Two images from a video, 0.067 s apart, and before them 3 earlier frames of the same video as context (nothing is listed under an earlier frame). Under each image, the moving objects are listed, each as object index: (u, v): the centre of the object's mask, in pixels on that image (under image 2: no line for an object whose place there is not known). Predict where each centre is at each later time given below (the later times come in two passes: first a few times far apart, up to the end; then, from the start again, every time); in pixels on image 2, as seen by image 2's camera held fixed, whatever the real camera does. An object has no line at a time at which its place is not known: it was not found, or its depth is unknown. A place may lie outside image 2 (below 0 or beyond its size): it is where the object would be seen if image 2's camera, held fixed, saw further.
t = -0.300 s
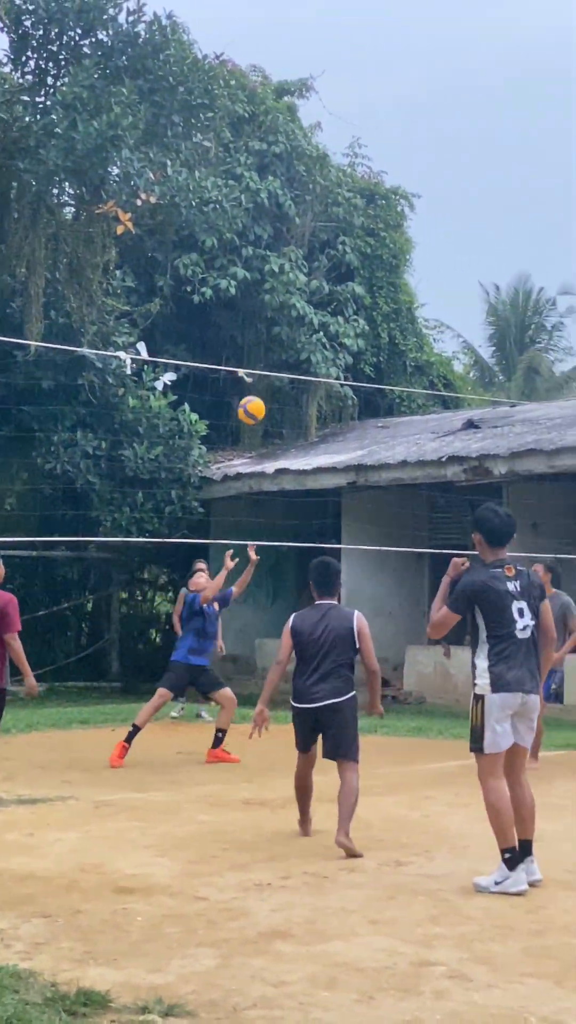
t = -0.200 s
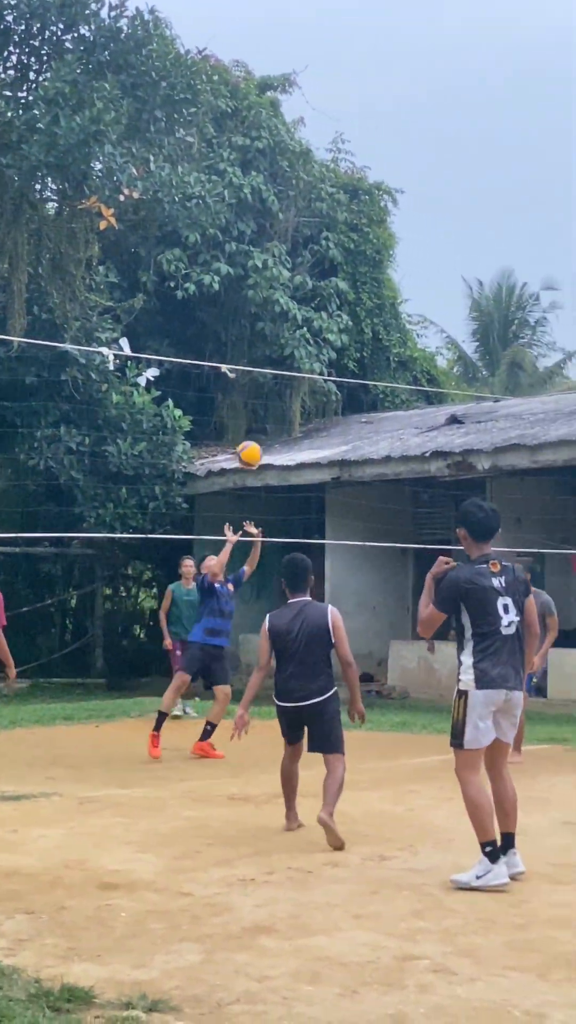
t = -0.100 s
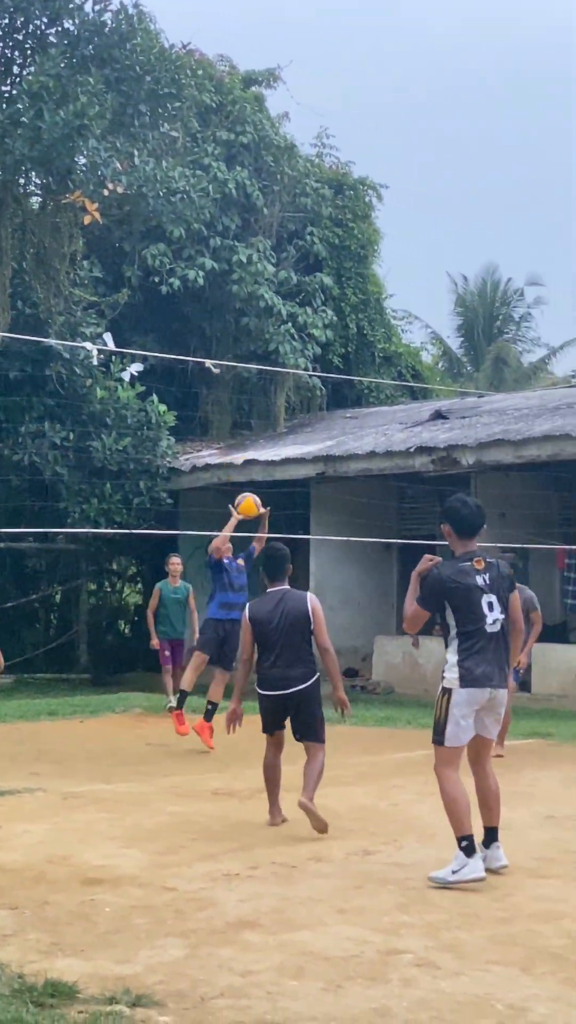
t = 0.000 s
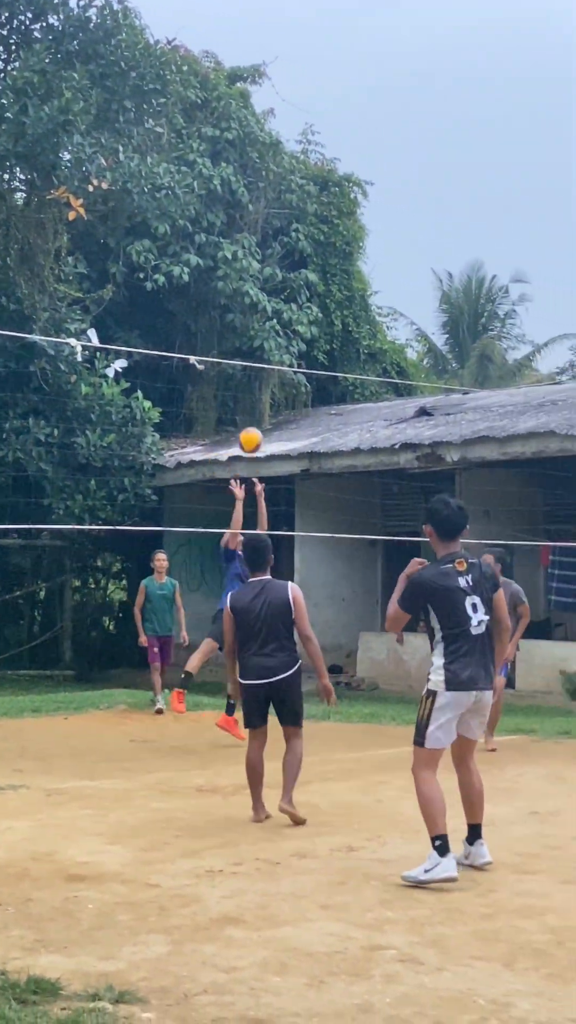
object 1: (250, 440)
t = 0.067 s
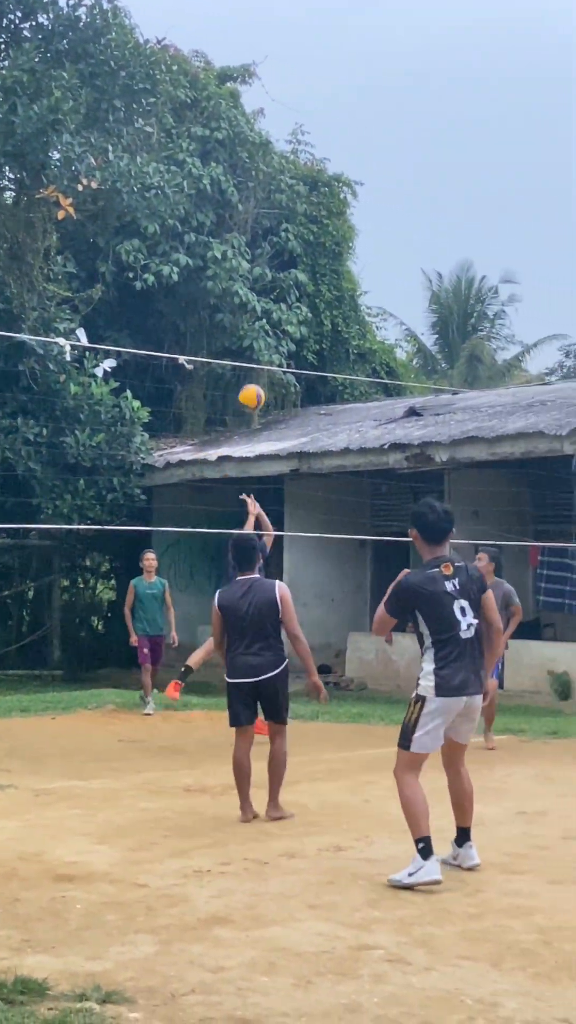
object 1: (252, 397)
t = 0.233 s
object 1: (277, 315)
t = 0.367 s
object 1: (298, 272)
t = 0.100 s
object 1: (257, 378)
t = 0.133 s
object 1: (262, 359)
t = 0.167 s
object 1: (268, 343)
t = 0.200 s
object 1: (273, 329)
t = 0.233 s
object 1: (277, 315)
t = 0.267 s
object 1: (283, 302)
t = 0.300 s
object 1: (288, 291)
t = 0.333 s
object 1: (293, 281)
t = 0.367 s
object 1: (298, 272)
